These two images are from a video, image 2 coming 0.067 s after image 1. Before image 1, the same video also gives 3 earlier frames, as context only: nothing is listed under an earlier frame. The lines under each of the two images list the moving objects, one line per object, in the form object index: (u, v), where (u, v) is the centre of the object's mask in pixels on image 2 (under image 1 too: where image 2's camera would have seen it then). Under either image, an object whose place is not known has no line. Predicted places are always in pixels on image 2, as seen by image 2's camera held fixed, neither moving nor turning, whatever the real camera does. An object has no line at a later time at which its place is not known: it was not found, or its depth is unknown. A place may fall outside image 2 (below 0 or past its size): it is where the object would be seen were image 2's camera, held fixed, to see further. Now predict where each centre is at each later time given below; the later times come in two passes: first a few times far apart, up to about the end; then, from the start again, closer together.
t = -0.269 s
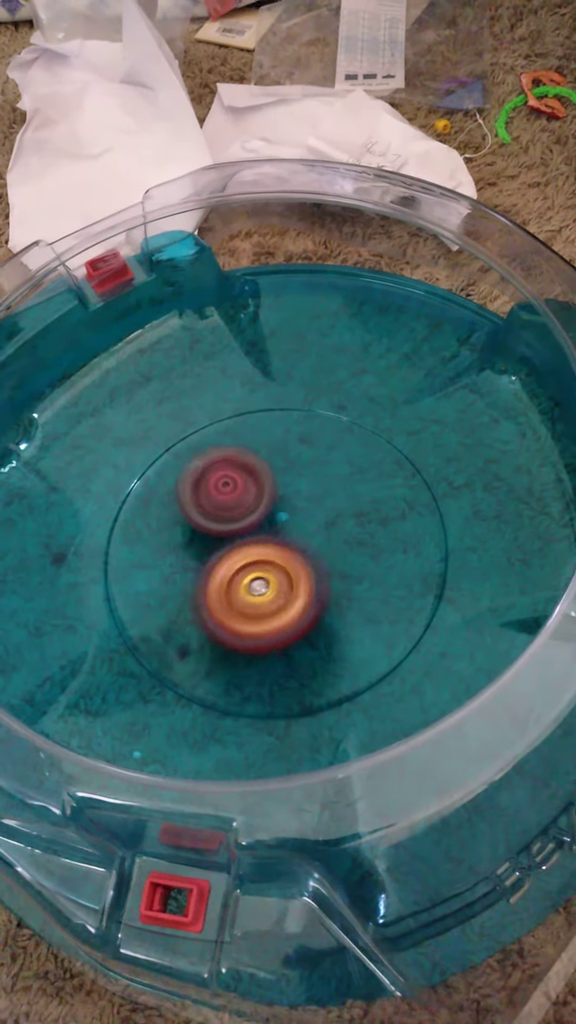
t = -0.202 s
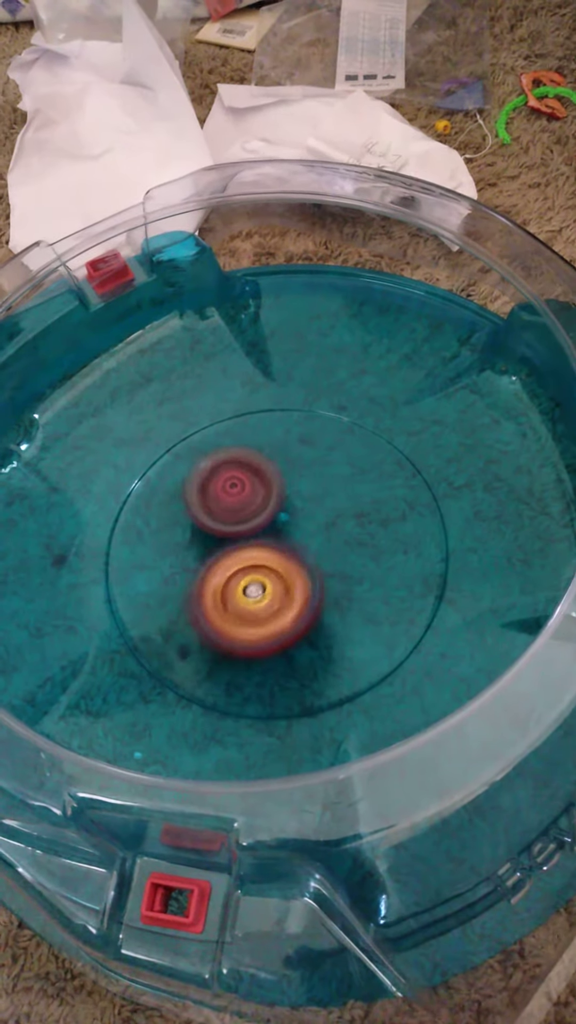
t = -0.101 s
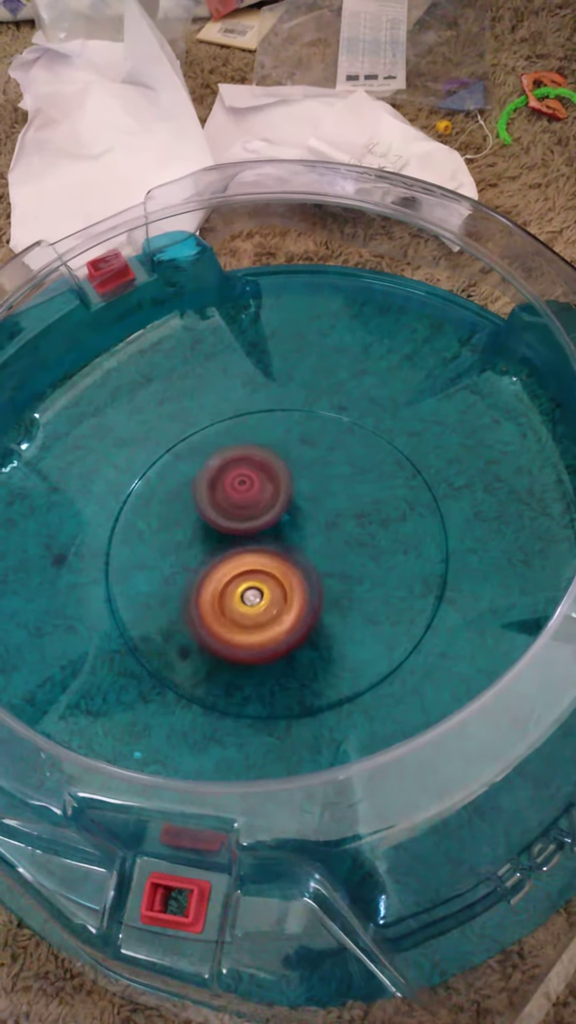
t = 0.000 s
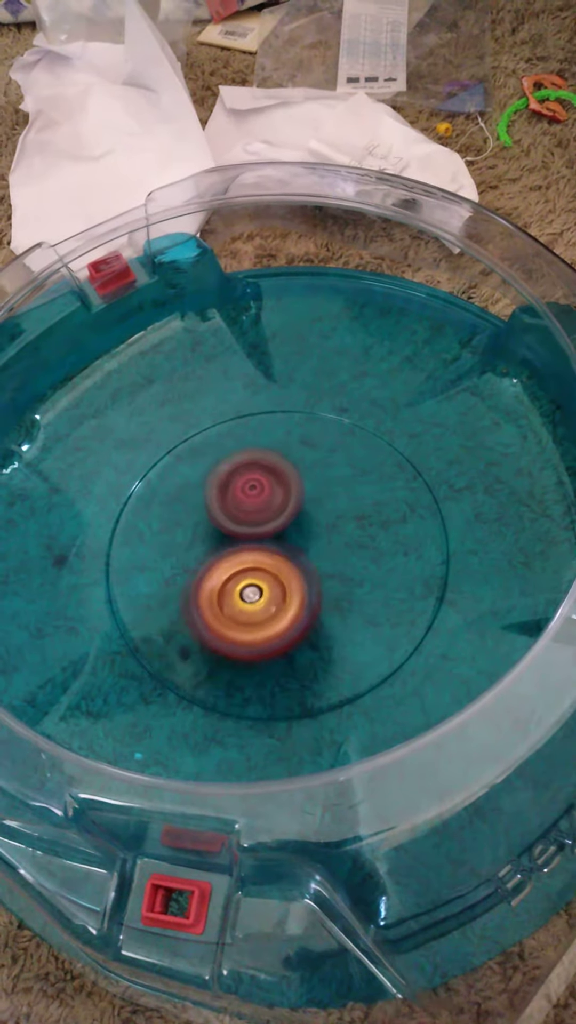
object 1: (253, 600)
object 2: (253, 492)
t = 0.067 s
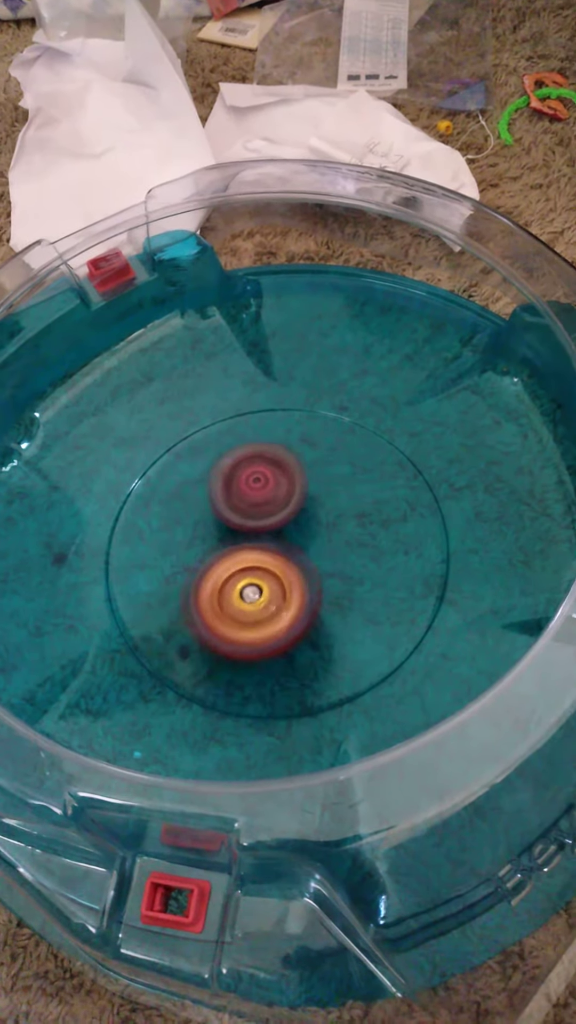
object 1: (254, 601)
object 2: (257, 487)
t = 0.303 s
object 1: (249, 585)
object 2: (279, 479)
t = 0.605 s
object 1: (223, 569)
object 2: (298, 478)
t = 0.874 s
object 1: (203, 567)
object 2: (309, 492)
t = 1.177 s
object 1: (197, 563)
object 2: (322, 500)
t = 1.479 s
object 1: (204, 550)
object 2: (331, 504)
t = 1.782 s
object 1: (208, 533)
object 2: (332, 513)
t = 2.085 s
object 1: (195, 535)
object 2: (325, 526)
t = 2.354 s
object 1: (195, 547)
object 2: (331, 529)
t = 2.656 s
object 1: (216, 550)
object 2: (339, 523)
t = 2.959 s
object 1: (216, 555)
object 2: (338, 497)
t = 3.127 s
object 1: (219, 549)
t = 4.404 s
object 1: (272, 581)
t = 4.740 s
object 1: (289, 573)
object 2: (223, 485)
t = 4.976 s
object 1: (296, 572)
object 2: (214, 494)
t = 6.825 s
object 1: (330, 541)
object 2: (162, 512)
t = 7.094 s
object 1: (314, 534)
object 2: (195, 506)
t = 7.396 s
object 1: (306, 532)
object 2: (182, 485)
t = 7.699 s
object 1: (287, 543)
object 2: (177, 493)
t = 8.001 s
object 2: (194, 492)
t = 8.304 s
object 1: (285, 561)
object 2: (192, 474)
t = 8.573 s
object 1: (280, 550)
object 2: (208, 467)
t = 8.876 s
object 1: (291, 557)
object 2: (226, 463)
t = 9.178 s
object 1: (285, 577)
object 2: (216, 460)
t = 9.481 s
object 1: (272, 570)
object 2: (259, 475)
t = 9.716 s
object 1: (255, 573)
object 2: (262, 461)
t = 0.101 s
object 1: (254, 600)
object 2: (260, 487)
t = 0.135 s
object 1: (255, 597)
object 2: (264, 487)
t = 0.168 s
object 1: (254, 594)
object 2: (266, 487)
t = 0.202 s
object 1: (254, 593)
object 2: (270, 483)
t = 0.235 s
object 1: (253, 591)
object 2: (273, 481)
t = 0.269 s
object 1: (252, 588)
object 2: (276, 480)
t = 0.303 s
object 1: (249, 585)
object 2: (279, 479)
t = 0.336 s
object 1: (246, 584)
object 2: (282, 476)
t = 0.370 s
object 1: (244, 582)
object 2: (285, 476)
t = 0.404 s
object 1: (242, 579)
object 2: (288, 476)
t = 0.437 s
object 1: (239, 576)
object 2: (290, 475)
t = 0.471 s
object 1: (236, 574)
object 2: (292, 475)
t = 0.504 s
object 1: (232, 574)
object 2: (294, 475)
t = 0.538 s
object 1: (230, 573)
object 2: (296, 475)
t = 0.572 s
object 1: (227, 571)
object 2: (297, 477)
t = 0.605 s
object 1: (223, 569)
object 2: (298, 478)
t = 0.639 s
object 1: (221, 567)
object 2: (300, 480)
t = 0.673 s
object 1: (218, 567)
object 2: (302, 481)
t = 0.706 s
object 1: (215, 567)
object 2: (303, 483)
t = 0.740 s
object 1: (212, 566)
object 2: (303, 486)
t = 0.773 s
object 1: (211, 565)
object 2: (303, 490)
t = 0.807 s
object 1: (207, 565)
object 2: (304, 490)
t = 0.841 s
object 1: (204, 567)
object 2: (308, 490)
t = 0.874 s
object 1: (203, 567)
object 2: (309, 492)
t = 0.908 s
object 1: (202, 567)
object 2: (310, 493)
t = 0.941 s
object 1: (201, 567)
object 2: (310, 496)
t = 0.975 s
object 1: (202, 565)
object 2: (311, 498)
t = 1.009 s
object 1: (202, 564)
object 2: (310, 501)
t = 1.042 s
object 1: (203, 563)
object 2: (309, 504)
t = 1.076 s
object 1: (204, 561)
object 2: (311, 503)
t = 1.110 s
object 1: (199, 562)
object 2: (317, 500)
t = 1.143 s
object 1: (197, 563)
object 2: (320, 500)
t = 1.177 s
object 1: (197, 563)
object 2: (322, 500)
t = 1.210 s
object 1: (198, 562)
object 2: (323, 501)
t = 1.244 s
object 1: (199, 561)
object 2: (323, 502)
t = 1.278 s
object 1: (202, 560)
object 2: (322, 504)
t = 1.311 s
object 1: (204, 557)
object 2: (320, 506)
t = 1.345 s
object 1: (206, 554)
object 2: (319, 508)
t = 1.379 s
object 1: (205, 554)
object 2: (324, 506)
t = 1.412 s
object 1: (205, 553)
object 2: (328, 504)
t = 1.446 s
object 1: (204, 552)
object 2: (330, 504)
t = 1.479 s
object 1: (204, 550)
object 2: (331, 504)
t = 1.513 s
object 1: (206, 549)
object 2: (332, 505)
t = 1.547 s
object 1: (208, 547)
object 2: (331, 506)
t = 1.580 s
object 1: (211, 545)
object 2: (330, 507)
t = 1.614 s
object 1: (212, 543)
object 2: (331, 508)
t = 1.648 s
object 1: (211, 541)
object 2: (333, 509)
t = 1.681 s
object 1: (211, 538)
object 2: (332, 510)
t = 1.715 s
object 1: (210, 537)
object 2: (332, 512)
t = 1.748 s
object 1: (211, 535)
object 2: (331, 513)
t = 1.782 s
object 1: (208, 533)
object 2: (332, 513)
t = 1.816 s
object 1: (206, 533)
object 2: (333, 514)
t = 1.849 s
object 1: (204, 531)
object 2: (332, 516)
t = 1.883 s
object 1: (204, 532)
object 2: (330, 518)
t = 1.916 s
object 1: (204, 532)
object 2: (328, 520)
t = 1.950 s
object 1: (204, 531)
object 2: (326, 522)
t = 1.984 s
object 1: (201, 531)
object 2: (327, 522)
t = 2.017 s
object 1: (198, 533)
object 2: (328, 523)
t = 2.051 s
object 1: (196, 533)
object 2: (327, 524)
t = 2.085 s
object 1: (195, 535)
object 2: (325, 526)
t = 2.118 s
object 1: (196, 536)
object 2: (323, 527)
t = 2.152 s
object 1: (196, 536)
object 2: (320, 528)
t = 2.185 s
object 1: (192, 538)
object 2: (323, 528)
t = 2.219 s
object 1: (192, 540)
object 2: (329, 527)
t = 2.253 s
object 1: (190, 542)
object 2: (330, 527)
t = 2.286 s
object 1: (191, 544)
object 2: (331, 528)
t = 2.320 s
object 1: (193, 545)
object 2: (331, 528)
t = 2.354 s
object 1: (195, 547)
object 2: (331, 529)
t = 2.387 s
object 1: (199, 549)
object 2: (330, 531)
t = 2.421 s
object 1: (203, 549)
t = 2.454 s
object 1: (204, 550)
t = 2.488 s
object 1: (206, 550)
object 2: (331, 529)
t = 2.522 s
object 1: (208, 550)
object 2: (332, 528)
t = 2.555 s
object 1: (210, 551)
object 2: (334, 528)
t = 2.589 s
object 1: (211, 551)
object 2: (337, 526)
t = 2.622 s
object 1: (214, 551)
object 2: (339, 524)
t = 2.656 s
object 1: (216, 550)
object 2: (339, 523)
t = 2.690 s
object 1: (219, 548)
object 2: (339, 523)
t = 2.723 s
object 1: (216, 548)
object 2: (343, 518)
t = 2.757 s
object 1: (215, 551)
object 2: (346, 513)
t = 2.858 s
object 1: (211, 555)
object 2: (347, 503)
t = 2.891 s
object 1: (211, 556)
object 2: (345, 501)
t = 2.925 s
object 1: (213, 556)
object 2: (342, 499)
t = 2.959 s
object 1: (216, 555)
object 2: (338, 497)
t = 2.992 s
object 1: (219, 554)
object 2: (333, 496)
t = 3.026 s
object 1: (221, 553)
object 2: (329, 495)
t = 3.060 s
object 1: (222, 551)
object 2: (327, 491)
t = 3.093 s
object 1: (221, 551)
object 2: (329, 485)
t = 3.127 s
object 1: (219, 549)
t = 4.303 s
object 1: (263, 586)
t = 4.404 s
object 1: (272, 581)
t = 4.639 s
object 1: (288, 578)
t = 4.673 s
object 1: (287, 574)
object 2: (227, 482)
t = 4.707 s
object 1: (288, 575)
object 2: (225, 483)
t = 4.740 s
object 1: (289, 573)
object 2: (223, 485)
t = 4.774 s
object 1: (291, 576)
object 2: (219, 485)
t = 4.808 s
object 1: (293, 574)
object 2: (217, 485)
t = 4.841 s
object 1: (296, 575)
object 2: (216, 486)
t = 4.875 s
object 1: (295, 573)
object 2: (216, 488)
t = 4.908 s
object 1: (296, 574)
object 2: (216, 490)
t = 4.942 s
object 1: (294, 572)
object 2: (216, 493)
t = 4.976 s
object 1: (296, 572)
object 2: (214, 494)
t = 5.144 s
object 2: (207, 499)
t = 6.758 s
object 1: (324, 541)
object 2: (157, 509)
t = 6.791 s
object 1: (328, 538)
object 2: (158, 511)
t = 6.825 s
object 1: (330, 541)
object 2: (162, 512)
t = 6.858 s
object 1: (328, 539)
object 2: (166, 514)
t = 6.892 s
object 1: (330, 535)
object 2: (171, 515)
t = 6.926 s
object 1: (328, 538)
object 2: (176, 515)
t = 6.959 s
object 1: (321, 538)
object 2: (182, 515)
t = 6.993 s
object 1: (322, 532)
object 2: (189, 516)
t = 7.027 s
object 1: (321, 533)
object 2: (196, 515)
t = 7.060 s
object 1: (315, 534)
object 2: (199, 513)
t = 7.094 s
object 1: (314, 534)
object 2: (195, 506)
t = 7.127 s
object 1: (310, 533)
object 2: (192, 502)
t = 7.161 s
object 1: (309, 532)
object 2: (193, 499)
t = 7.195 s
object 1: (308, 533)
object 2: (197, 495)
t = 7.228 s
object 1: (305, 534)
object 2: (193, 492)
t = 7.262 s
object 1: (306, 535)
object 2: (186, 488)
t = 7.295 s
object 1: (307, 532)
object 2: (181, 487)
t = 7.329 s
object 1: (307, 533)
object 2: (181, 486)
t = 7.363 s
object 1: (306, 533)
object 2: (181, 485)
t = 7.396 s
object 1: (306, 532)
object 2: (182, 485)
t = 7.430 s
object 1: (302, 533)
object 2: (182, 484)
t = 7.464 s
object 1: (300, 532)
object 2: (181, 484)
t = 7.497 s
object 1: (300, 531)
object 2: (181, 486)
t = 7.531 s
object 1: (294, 534)
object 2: (183, 489)
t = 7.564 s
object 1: (290, 533)
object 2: (182, 489)
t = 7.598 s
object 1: (290, 533)
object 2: (180, 491)
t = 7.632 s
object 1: (286, 538)
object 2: (180, 492)
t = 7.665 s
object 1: (288, 542)
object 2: (177, 491)
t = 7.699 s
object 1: (287, 543)
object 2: (177, 493)
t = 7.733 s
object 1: (289, 543)
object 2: (181, 495)
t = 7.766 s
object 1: (289, 546)
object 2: (187, 495)
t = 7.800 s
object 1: (289, 550)
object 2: (190, 494)
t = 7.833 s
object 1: (292, 553)
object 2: (188, 494)
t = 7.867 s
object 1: (289, 556)
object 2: (189, 495)
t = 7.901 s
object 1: (290, 557)
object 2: (192, 494)
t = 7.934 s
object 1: (292, 559)
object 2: (190, 492)
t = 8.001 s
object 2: (194, 492)
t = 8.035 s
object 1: (287, 563)
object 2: (197, 489)
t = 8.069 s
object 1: (292, 561)
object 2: (200, 488)
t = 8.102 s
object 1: (291, 564)
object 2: (203, 486)
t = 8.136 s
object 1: (287, 564)
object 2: (205, 485)
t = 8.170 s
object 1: (282, 563)
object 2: (206, 483)
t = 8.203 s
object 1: (284, 564)
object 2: (196, 476)
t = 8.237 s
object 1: (283, 566)
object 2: (192, 473)
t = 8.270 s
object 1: (284, 562)
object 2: (191, 473)
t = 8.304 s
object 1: (285, 561)
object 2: (192, 474)
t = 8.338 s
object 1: (286, 562)
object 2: (197, 473)
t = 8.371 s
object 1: (283, 561)
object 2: (201, 472)
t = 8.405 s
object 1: (283, 556)
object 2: (203, 471)
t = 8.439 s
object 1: (284, 554)
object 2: (205, 472)
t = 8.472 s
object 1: (284, 555)
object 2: (207, 471)
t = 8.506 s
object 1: (280, 553)
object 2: (210, 471)
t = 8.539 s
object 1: (279, 553)
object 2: (211, 468)
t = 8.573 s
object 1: (280, 550)
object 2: (208, 467)
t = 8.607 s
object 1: (280, 551)
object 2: (210, 469)
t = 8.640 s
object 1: (281, 550)
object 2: (212, 469)
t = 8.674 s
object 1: (284, 552)
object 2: (212, 468)
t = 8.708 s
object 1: (286, 553)
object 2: (213, 468)
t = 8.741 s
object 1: (286, 556)
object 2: (215, 467)
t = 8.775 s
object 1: (287, 553)
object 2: (218, 467)
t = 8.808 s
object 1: (292, 554)
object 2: (222, 467)
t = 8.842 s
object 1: (293, 555)
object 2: (224, 464)
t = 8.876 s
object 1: (291, 557)
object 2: (226, 463)
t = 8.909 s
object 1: (288, 552)
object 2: (227, 463)
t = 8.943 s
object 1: (292, 552)
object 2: (225, 461)
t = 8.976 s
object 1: (294, 555)
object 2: (220, 460)
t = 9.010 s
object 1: (290, 559)
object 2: (218, 464)
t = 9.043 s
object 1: (284, 556)
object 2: (220, 470)
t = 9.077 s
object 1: (284, 558)
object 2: (222, 466)
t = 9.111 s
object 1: (287, 565)
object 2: (219, 460)
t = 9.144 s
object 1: (287, 572)
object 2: (217, 458)
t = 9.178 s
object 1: (285, 577)
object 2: (216, 460)
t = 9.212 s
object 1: (286, 579)
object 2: (219, 464)
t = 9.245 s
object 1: (286, 582)
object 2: (226, 467)
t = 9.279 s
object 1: (289, 581)
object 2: (233, 467)
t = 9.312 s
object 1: (288, 581)
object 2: (239, 468)
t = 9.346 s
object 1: (287, 580)
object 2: (242, 468)
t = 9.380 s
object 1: (284, 579)
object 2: (247, 470)
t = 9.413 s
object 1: (279, 577)
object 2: (251, 472)
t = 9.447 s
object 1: (274, 573)
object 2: (255, 474)
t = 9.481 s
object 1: (272, 570)
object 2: (259, 475)
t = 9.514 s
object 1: (268, 571)
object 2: (260, 472)
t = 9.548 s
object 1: (266, 570)
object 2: (262, 468)
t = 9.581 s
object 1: (261, 571)
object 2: (265, 464)
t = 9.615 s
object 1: (257, 575)
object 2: (265, 461)
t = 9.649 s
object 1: (254, 576)
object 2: (264, 458)
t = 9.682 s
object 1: (253, 574)
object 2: (263, 458)
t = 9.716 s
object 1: (255, 573)
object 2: (262, 461)
